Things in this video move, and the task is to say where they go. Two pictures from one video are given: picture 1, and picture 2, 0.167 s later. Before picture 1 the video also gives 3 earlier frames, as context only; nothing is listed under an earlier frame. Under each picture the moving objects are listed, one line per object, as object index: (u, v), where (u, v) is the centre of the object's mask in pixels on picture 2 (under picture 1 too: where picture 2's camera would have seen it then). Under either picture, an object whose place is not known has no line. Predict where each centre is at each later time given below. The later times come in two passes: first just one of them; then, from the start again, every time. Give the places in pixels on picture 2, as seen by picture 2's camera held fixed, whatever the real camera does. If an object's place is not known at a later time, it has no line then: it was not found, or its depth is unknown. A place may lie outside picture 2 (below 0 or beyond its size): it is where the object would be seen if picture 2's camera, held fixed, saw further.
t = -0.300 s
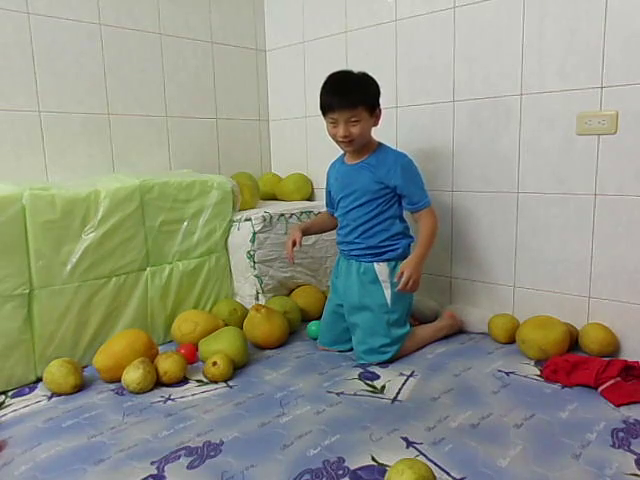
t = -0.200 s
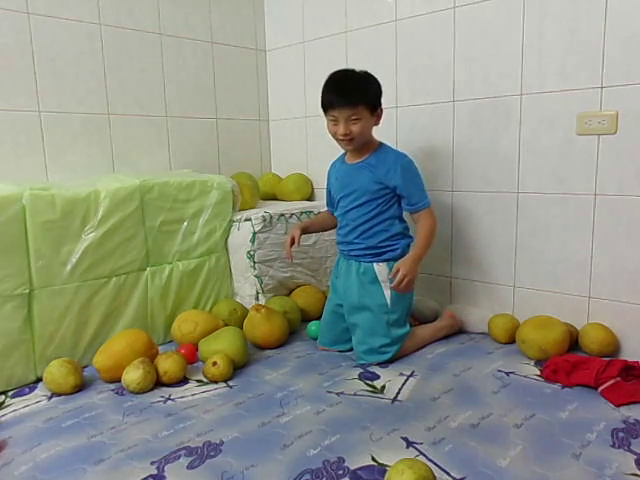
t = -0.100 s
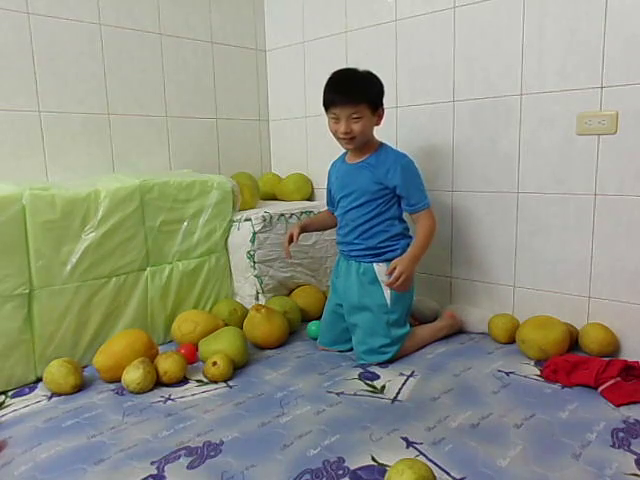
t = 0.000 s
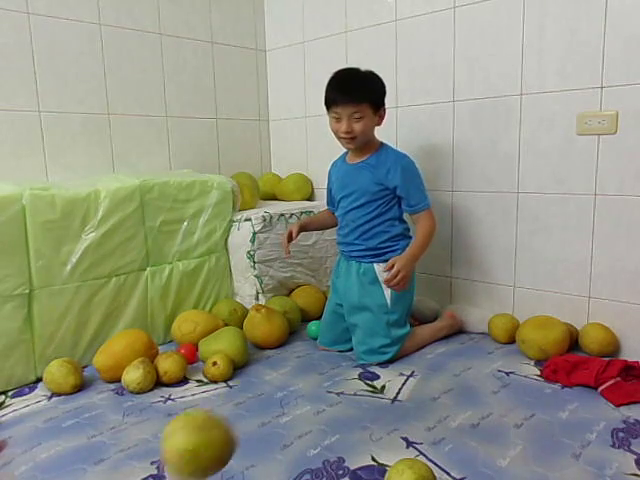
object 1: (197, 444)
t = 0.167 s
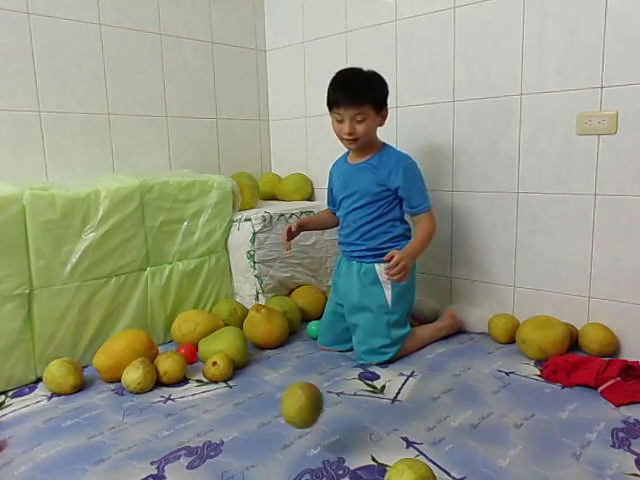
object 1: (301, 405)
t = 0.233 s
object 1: (328, 424)
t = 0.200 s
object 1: (315, 414)
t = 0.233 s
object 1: (328, 424)
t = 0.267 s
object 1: (334, 406)
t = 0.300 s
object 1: (339, 383)
